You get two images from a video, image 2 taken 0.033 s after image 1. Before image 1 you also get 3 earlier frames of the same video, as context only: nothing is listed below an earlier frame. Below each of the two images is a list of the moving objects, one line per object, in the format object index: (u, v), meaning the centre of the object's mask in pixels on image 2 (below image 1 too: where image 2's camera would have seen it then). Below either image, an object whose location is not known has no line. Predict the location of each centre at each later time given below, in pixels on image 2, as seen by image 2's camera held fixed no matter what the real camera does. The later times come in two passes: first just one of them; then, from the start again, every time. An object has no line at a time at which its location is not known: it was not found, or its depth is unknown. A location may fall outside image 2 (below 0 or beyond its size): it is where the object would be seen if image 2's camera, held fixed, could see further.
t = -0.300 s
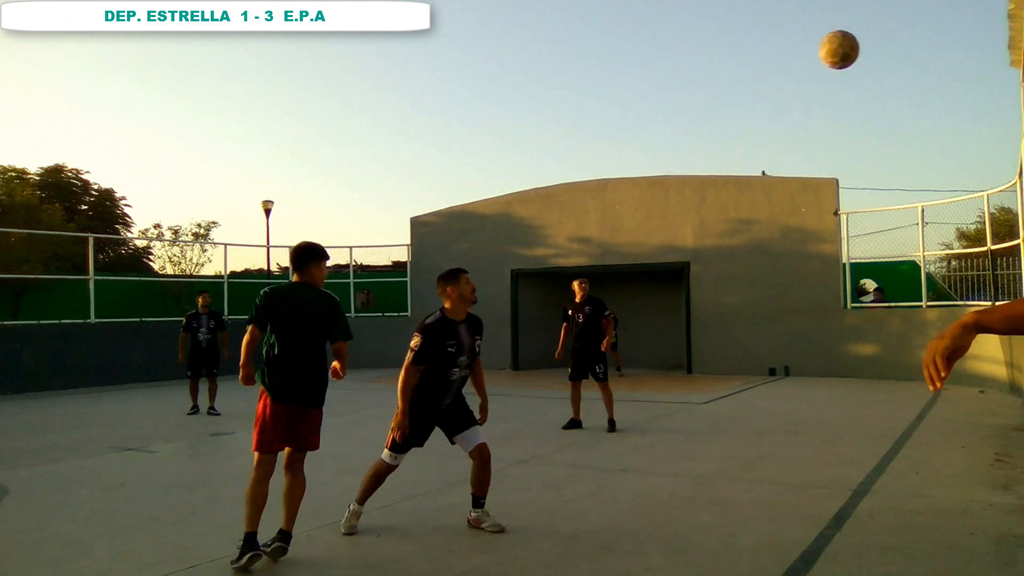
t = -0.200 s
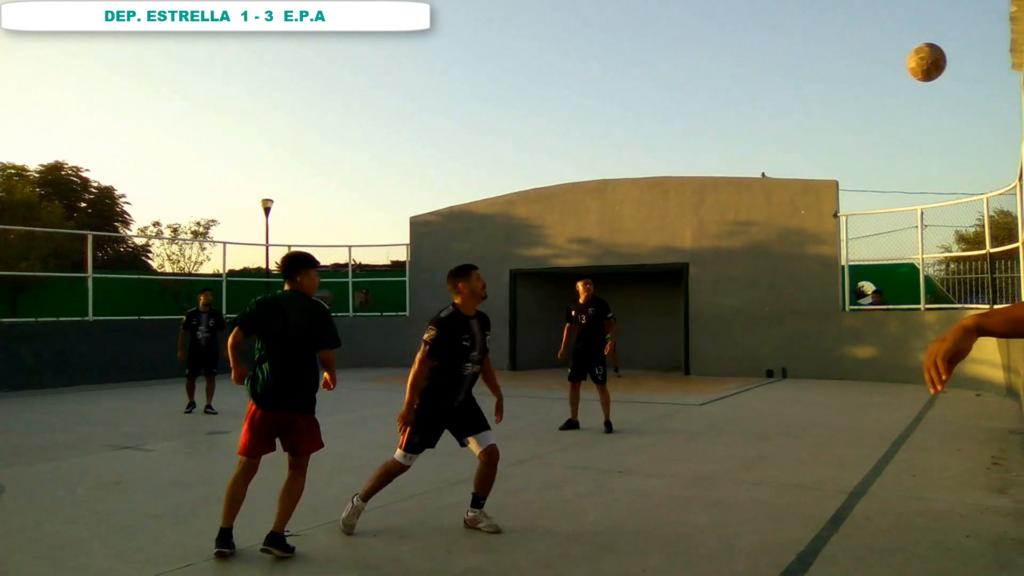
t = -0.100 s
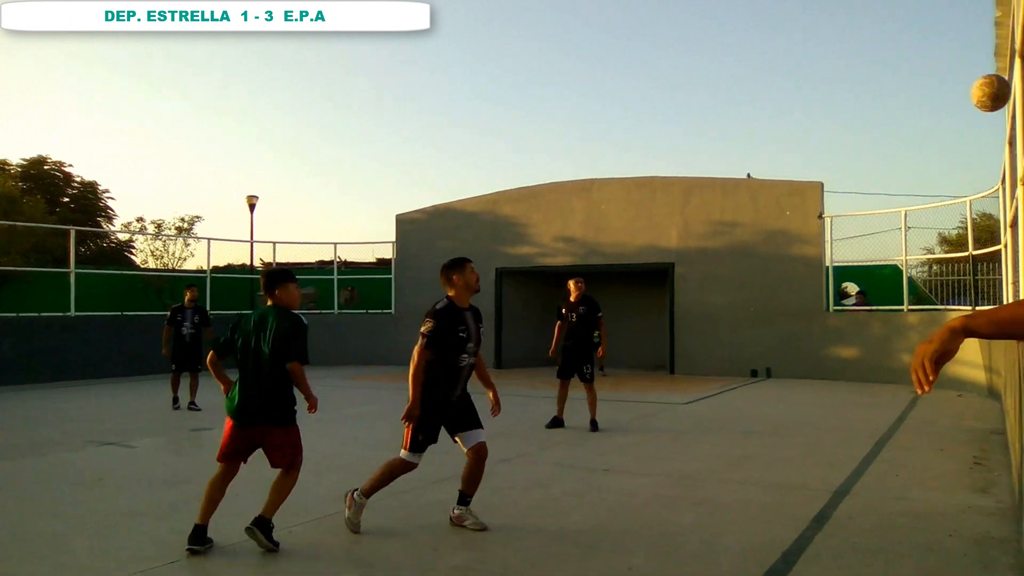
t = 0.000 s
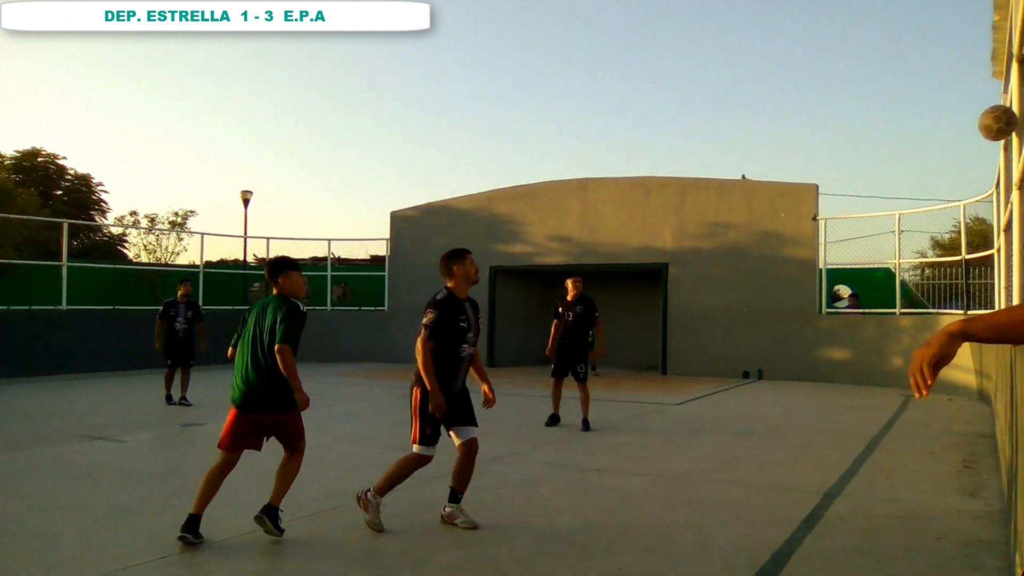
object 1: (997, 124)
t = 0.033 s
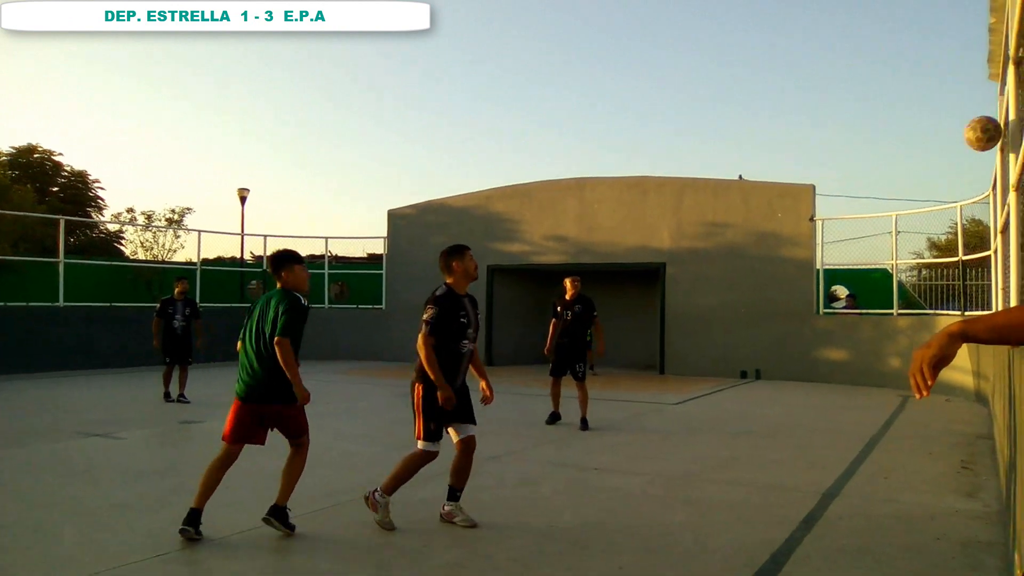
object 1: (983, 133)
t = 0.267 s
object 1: (915, 230)
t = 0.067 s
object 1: (973, 143)
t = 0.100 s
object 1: (962, 155)
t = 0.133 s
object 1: (950, 168)
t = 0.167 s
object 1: (942, 181)
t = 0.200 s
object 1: (933, 196)
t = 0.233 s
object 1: (924, 213)
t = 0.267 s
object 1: (915, 230)
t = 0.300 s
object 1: (906, 249)
